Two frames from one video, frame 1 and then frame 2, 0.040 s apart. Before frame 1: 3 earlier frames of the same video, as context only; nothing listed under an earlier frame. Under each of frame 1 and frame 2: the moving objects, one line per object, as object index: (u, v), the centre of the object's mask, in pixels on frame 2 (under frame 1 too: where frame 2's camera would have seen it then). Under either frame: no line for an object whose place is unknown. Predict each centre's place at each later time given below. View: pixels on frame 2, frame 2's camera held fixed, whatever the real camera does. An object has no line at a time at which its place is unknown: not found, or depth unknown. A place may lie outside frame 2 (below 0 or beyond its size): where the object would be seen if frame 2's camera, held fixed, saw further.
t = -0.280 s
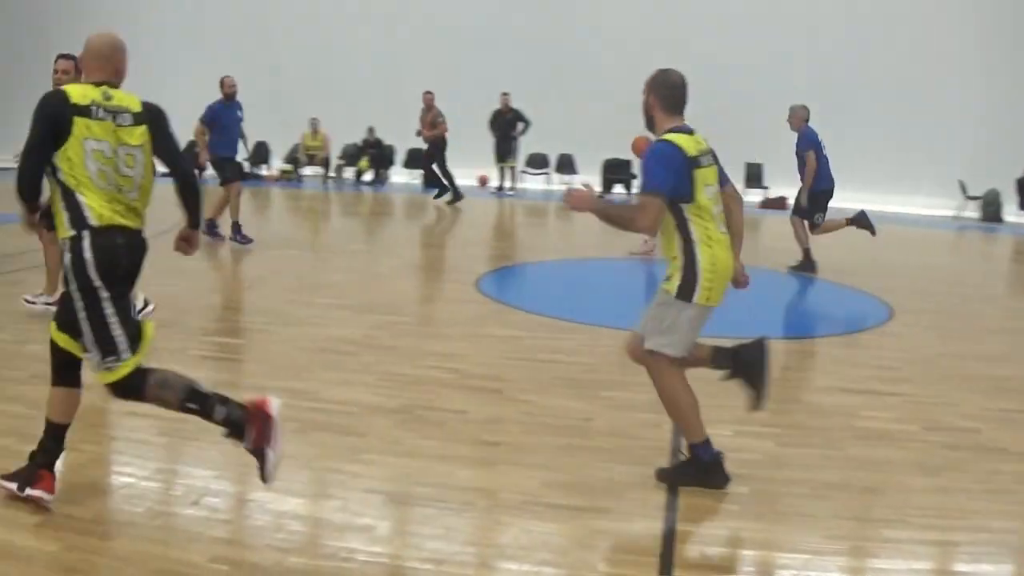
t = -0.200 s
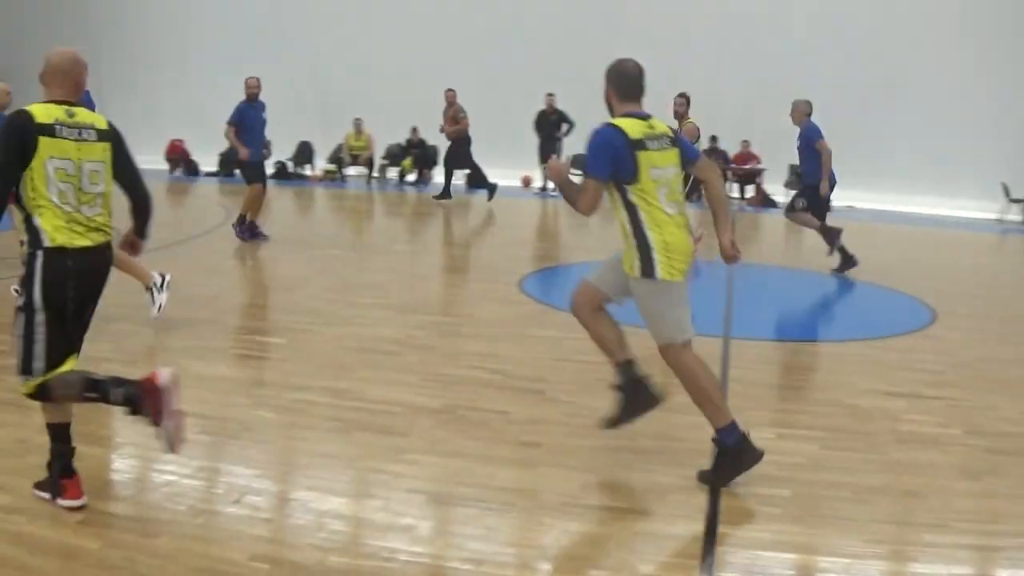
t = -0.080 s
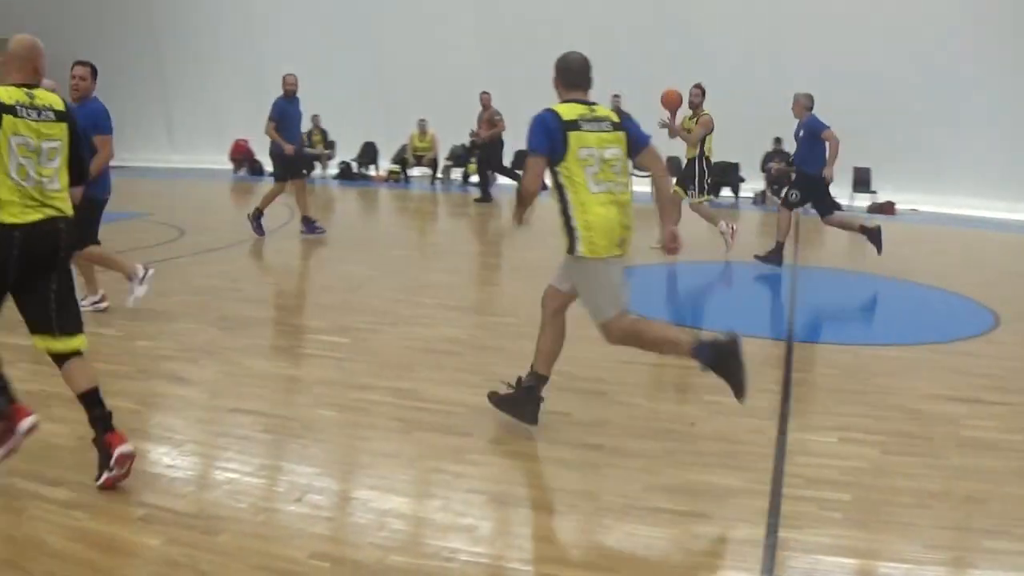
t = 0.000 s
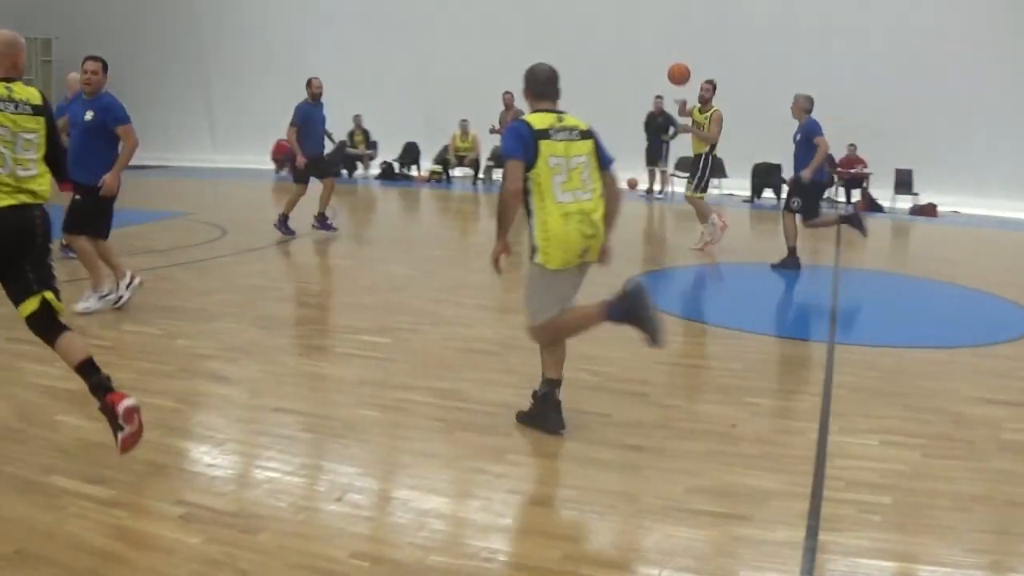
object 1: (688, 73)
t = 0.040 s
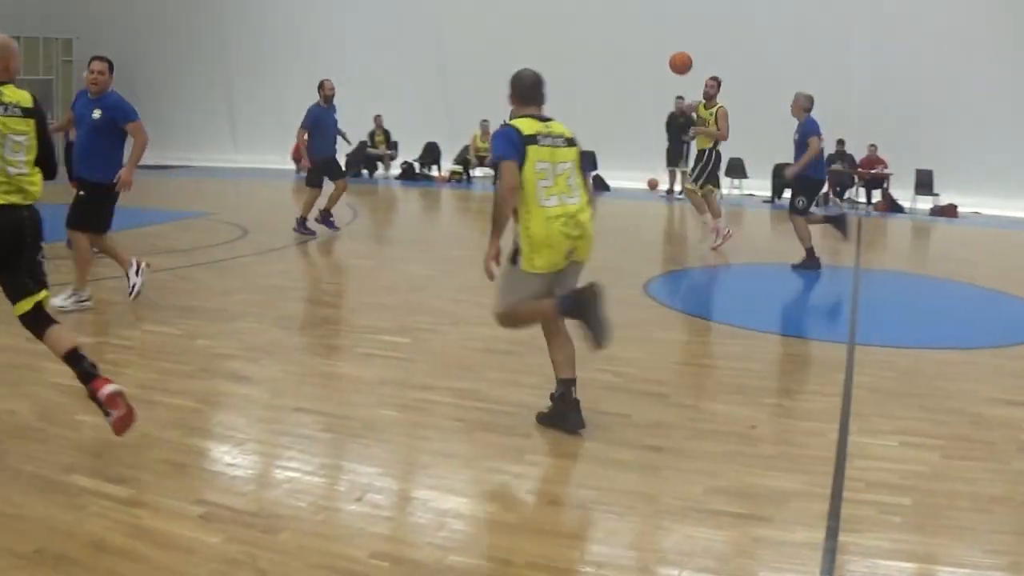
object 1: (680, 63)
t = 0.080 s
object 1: (673, 52)
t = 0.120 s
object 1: (664, 44)
